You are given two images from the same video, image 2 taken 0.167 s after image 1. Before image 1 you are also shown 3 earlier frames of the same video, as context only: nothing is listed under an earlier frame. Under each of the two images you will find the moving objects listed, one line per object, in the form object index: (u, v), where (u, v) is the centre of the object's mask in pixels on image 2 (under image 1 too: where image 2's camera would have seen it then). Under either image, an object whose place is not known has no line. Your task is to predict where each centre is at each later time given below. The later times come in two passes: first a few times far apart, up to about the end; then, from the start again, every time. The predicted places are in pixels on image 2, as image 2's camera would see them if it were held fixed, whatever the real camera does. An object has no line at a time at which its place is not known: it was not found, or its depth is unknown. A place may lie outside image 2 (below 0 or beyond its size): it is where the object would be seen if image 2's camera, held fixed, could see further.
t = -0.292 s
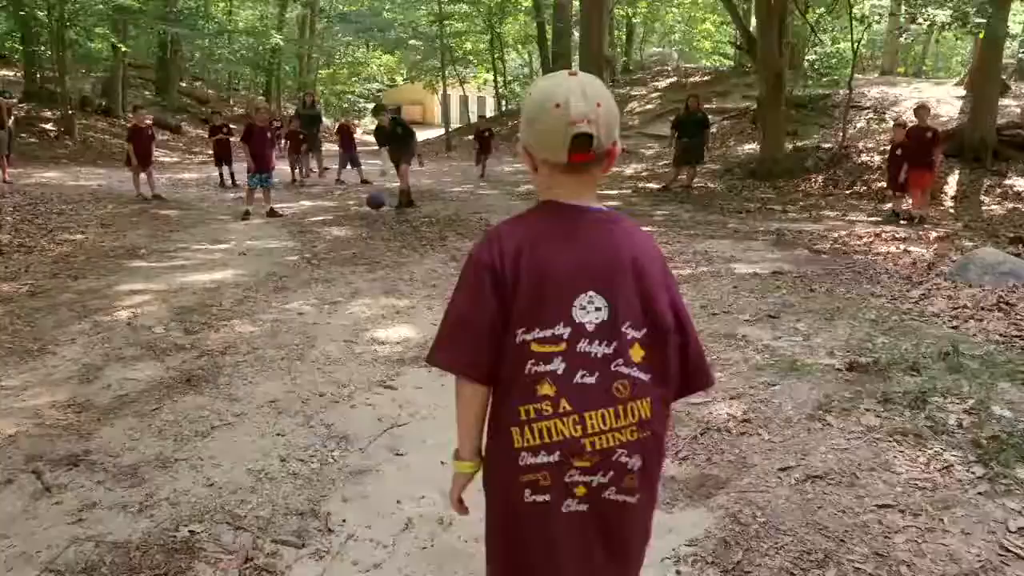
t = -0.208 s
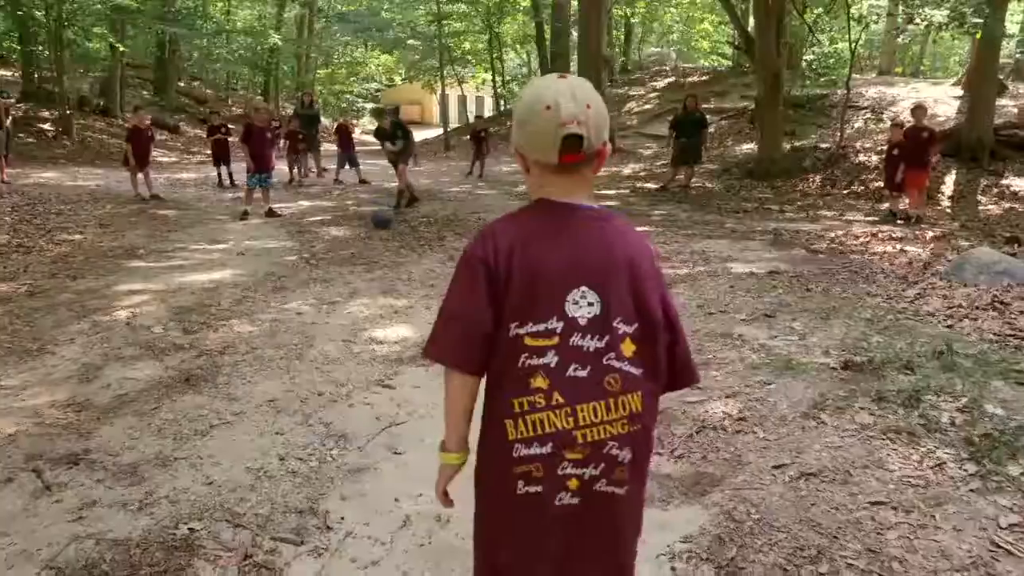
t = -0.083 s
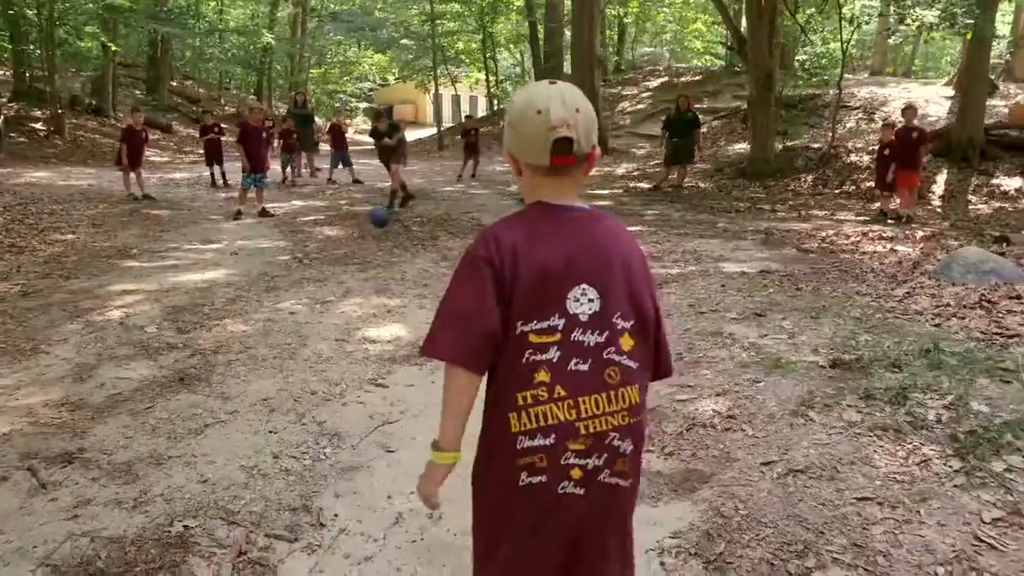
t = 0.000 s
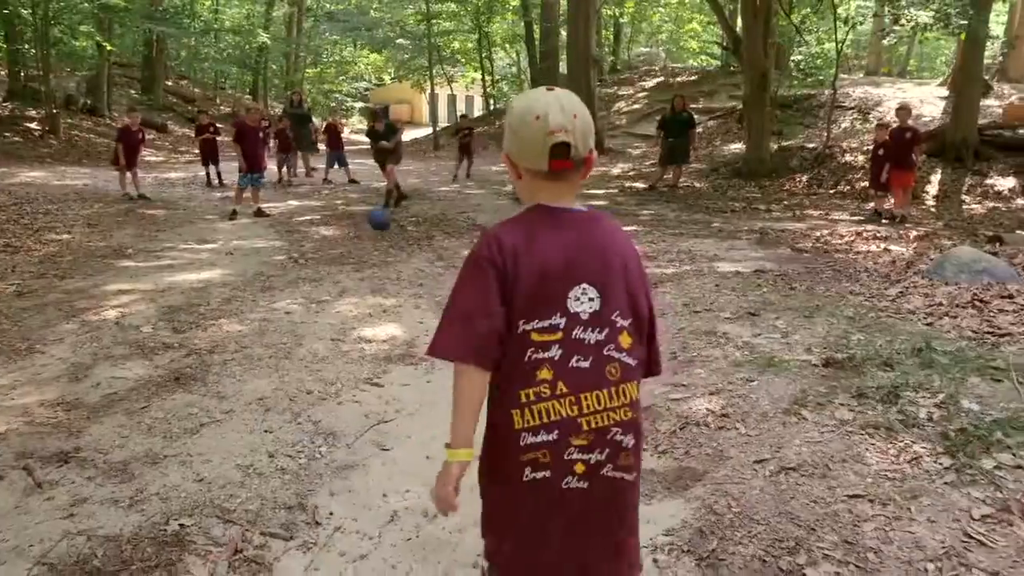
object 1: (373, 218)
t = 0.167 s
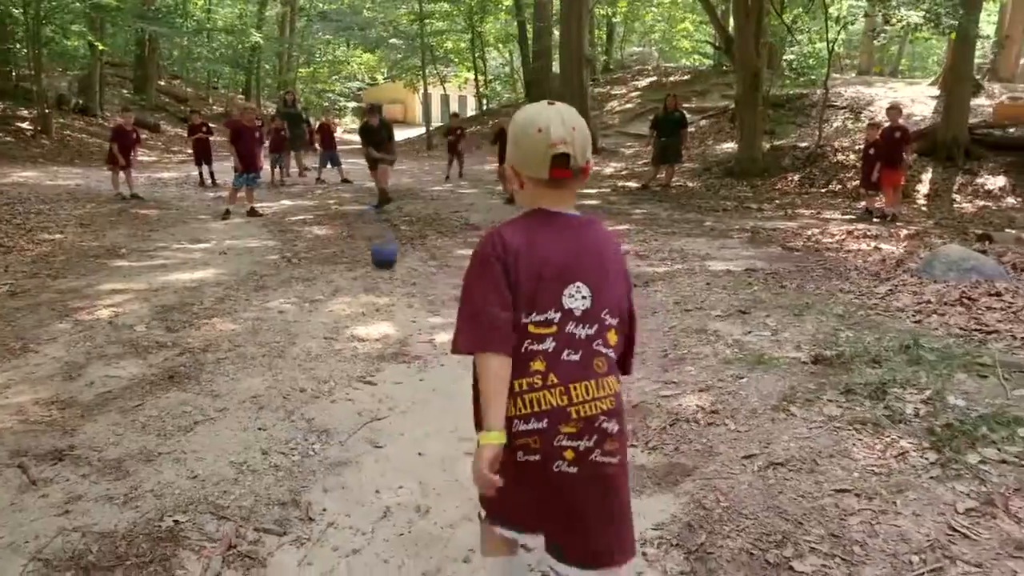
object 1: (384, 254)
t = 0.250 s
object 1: (388, 256)
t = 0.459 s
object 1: (409, 289)
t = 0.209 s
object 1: (386, 257)
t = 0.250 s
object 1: (388, 256)
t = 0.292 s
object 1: (391, 256)
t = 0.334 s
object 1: (395, 259)
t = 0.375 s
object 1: (398, 262)
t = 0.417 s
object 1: (404, 274)
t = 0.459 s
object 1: (409, 289)
